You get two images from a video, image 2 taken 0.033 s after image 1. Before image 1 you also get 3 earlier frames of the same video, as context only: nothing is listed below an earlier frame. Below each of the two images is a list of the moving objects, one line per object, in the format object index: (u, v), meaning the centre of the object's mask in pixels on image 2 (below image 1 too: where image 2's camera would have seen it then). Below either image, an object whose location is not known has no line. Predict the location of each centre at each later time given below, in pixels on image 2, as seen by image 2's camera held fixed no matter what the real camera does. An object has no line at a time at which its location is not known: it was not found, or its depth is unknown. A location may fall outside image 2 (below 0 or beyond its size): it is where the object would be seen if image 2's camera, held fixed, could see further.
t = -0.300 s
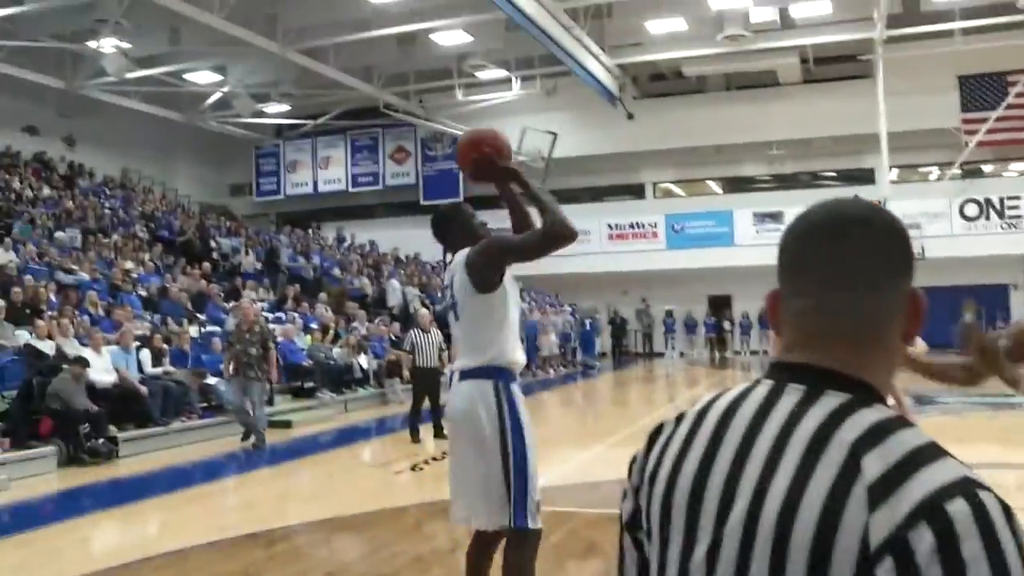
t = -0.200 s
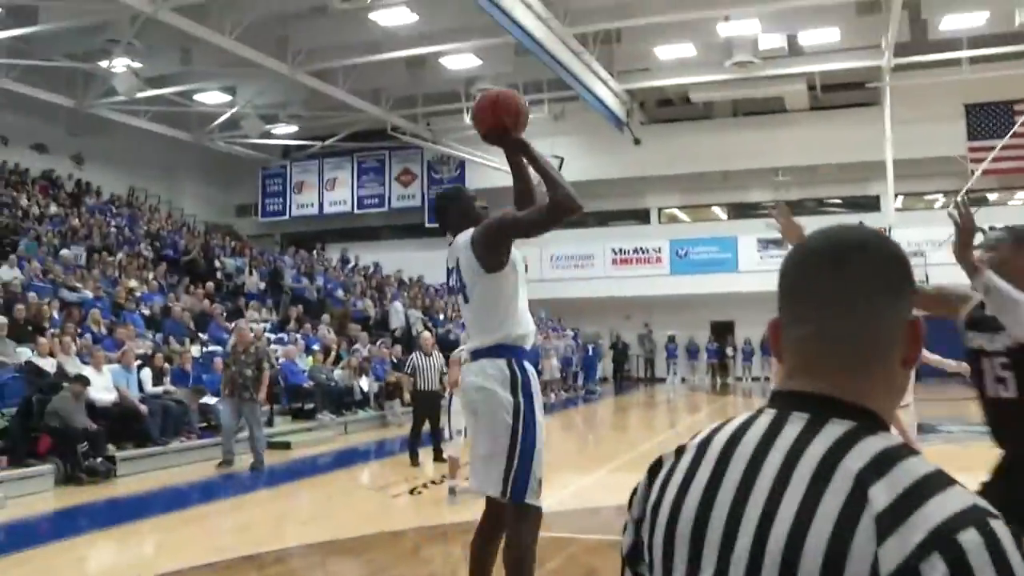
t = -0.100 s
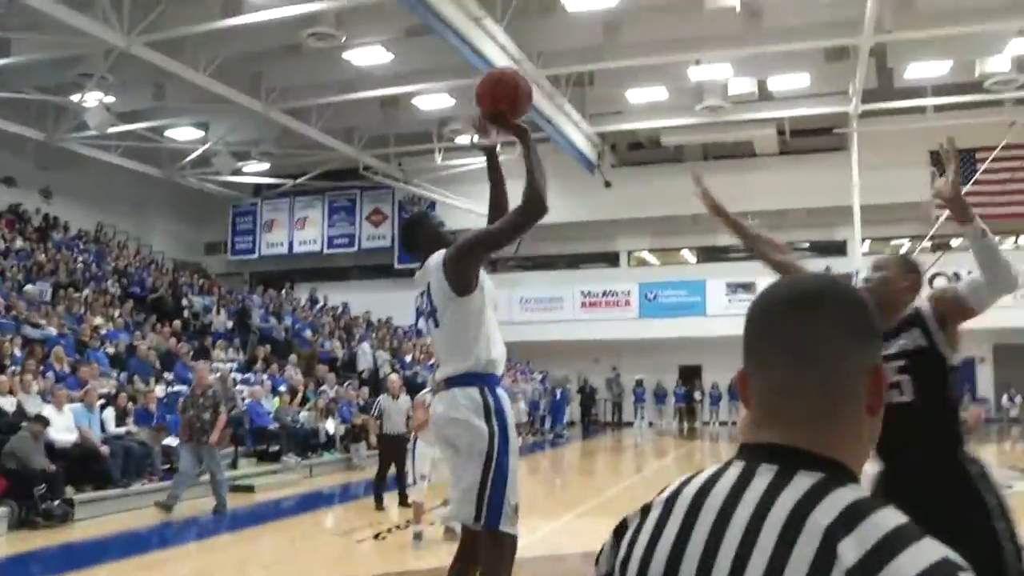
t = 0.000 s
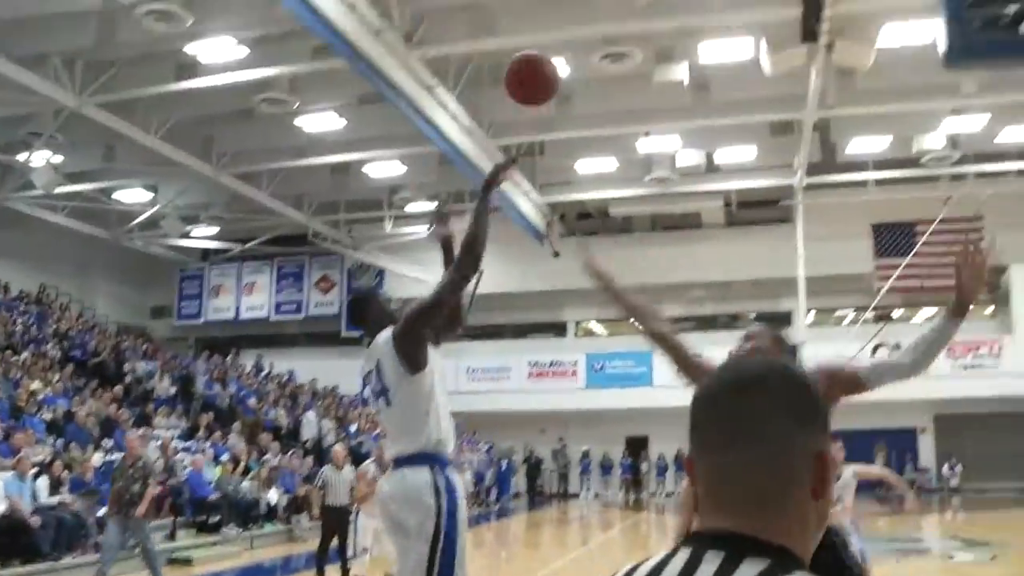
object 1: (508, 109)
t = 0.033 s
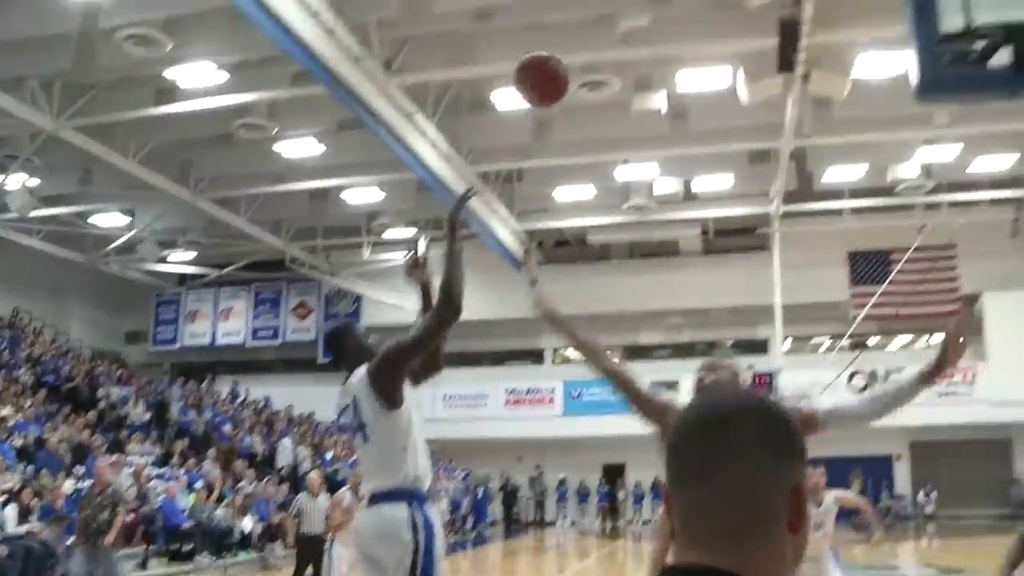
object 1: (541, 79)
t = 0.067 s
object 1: (574, 54)
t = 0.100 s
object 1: (606, 31)
